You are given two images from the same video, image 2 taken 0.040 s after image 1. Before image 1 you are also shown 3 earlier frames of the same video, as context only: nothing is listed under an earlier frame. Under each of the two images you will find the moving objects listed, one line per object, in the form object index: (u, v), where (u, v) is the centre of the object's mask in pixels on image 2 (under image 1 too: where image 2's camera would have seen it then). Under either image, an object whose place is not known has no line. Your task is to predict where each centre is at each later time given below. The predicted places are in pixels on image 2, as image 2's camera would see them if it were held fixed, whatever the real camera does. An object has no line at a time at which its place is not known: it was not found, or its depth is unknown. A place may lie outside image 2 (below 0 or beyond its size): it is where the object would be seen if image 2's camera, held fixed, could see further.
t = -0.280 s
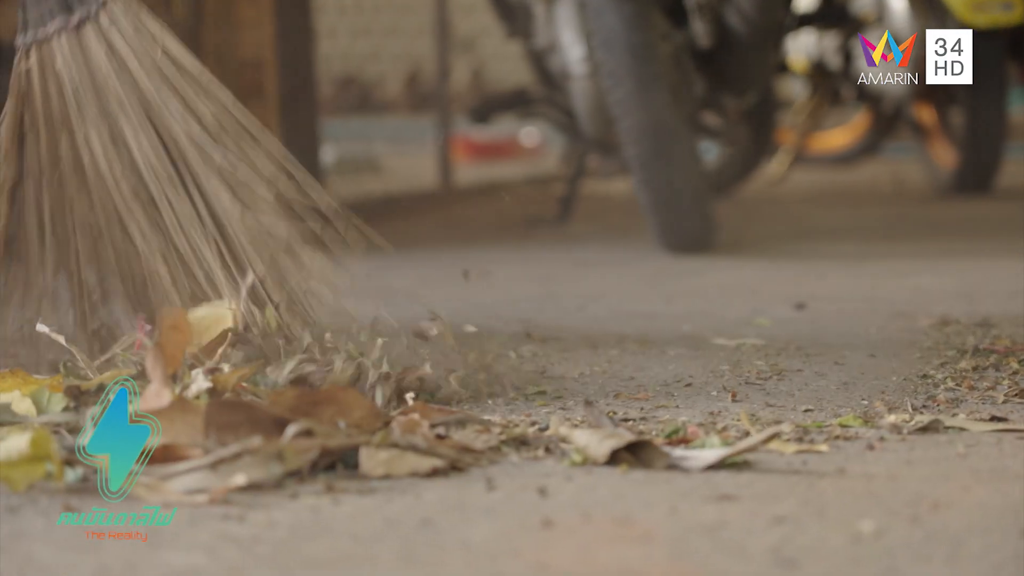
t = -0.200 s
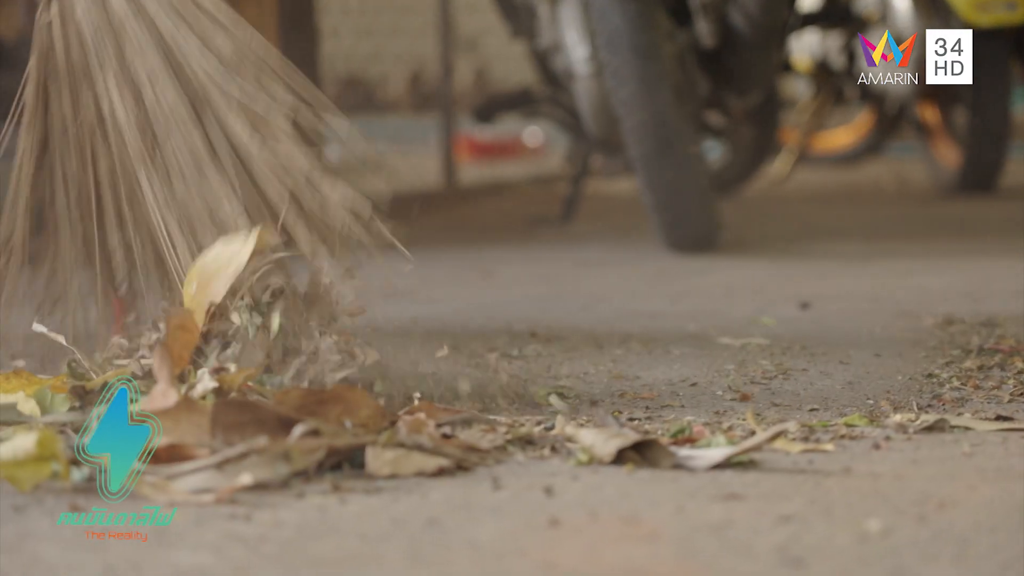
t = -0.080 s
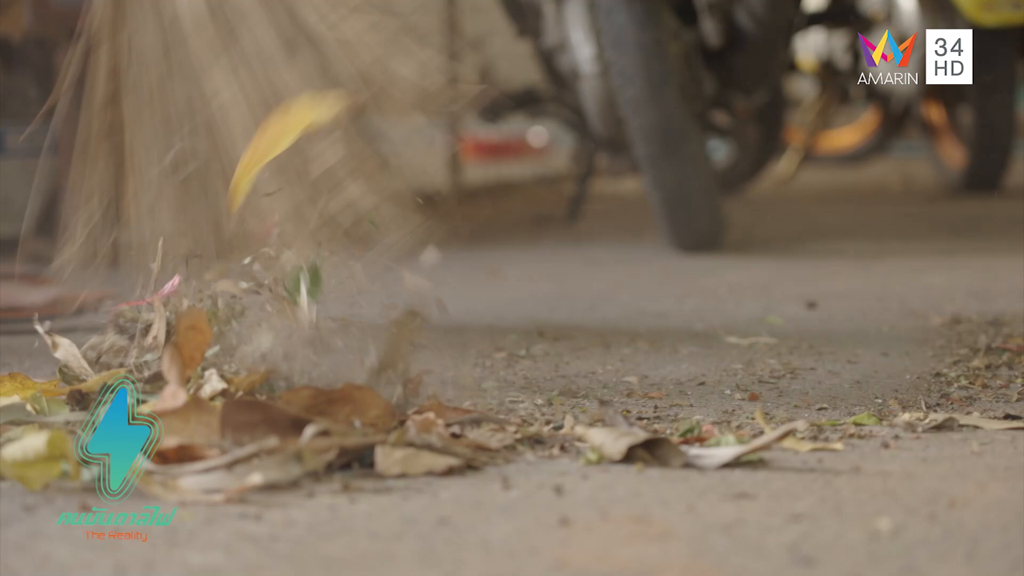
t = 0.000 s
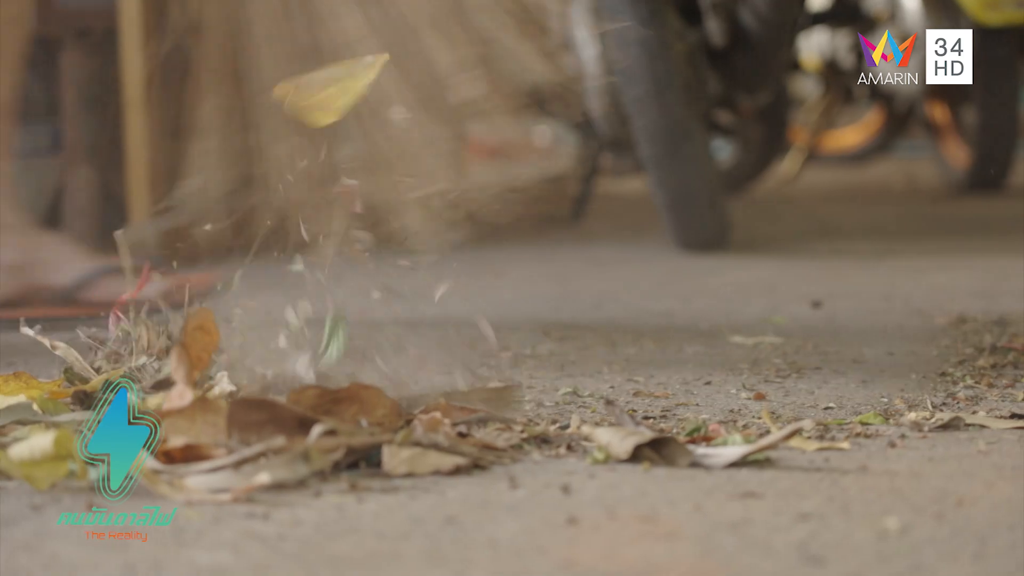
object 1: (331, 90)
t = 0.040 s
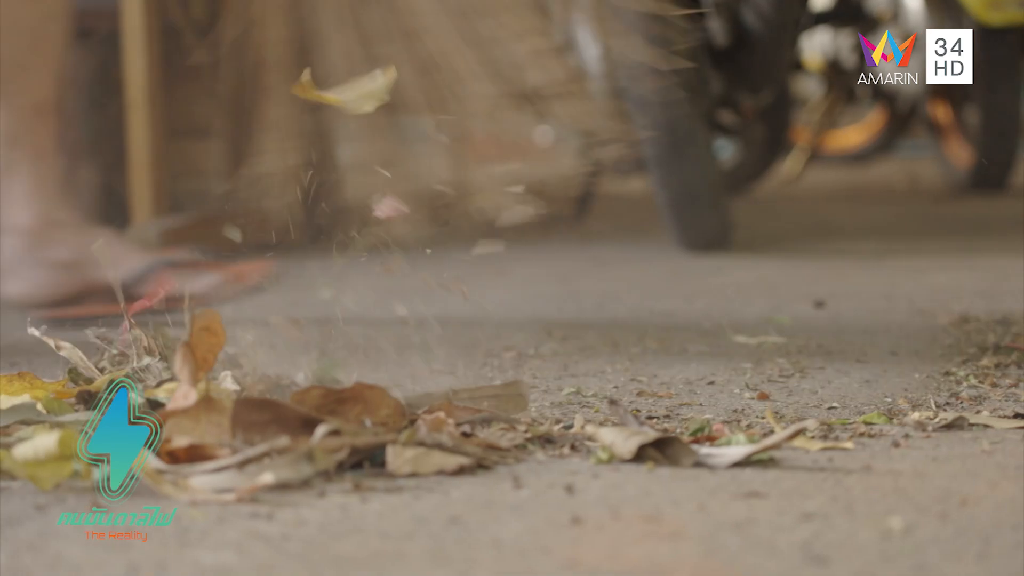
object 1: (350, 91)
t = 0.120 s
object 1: (371, 141)
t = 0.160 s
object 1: (388, 185)
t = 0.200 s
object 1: (408, 245)
